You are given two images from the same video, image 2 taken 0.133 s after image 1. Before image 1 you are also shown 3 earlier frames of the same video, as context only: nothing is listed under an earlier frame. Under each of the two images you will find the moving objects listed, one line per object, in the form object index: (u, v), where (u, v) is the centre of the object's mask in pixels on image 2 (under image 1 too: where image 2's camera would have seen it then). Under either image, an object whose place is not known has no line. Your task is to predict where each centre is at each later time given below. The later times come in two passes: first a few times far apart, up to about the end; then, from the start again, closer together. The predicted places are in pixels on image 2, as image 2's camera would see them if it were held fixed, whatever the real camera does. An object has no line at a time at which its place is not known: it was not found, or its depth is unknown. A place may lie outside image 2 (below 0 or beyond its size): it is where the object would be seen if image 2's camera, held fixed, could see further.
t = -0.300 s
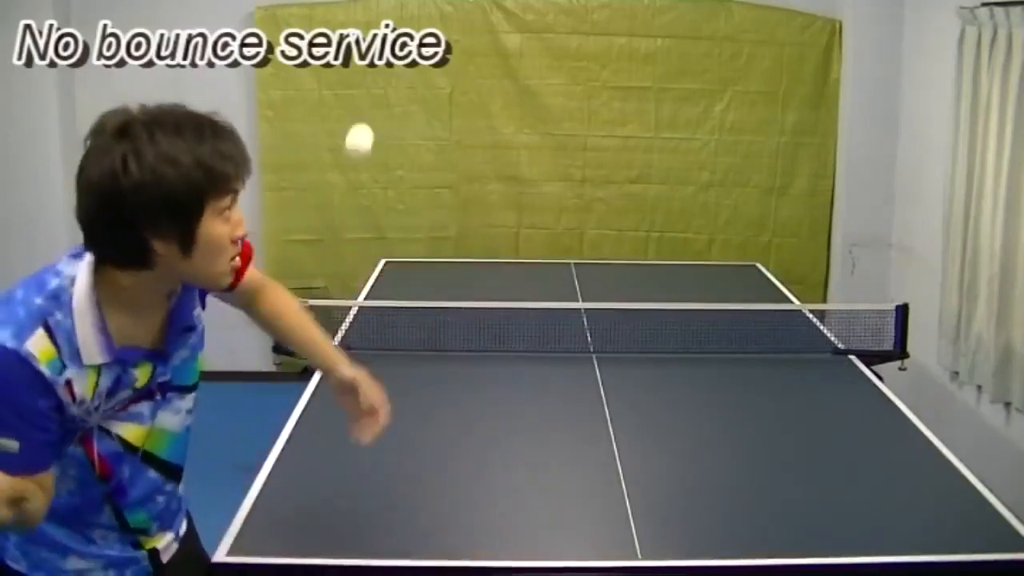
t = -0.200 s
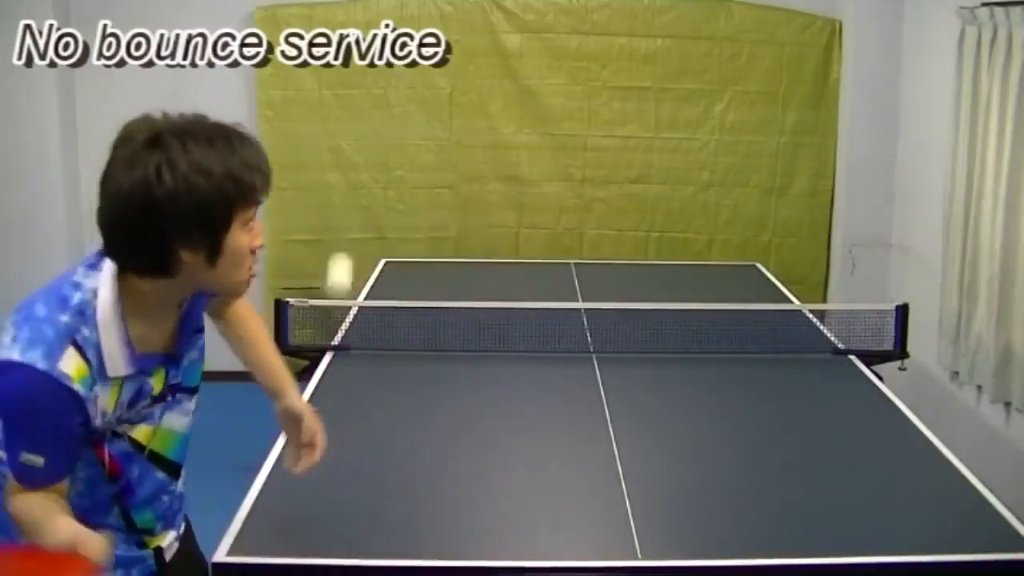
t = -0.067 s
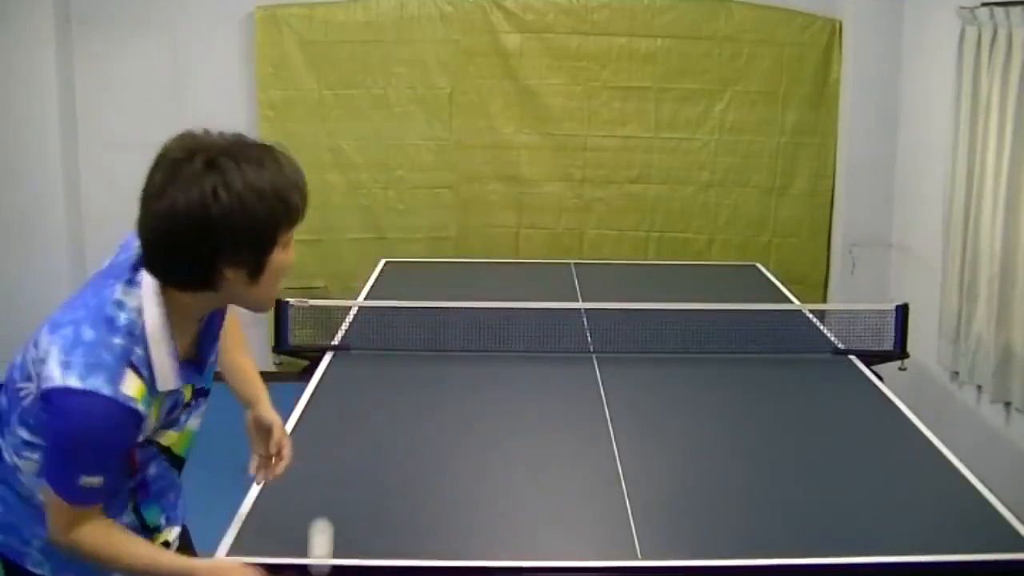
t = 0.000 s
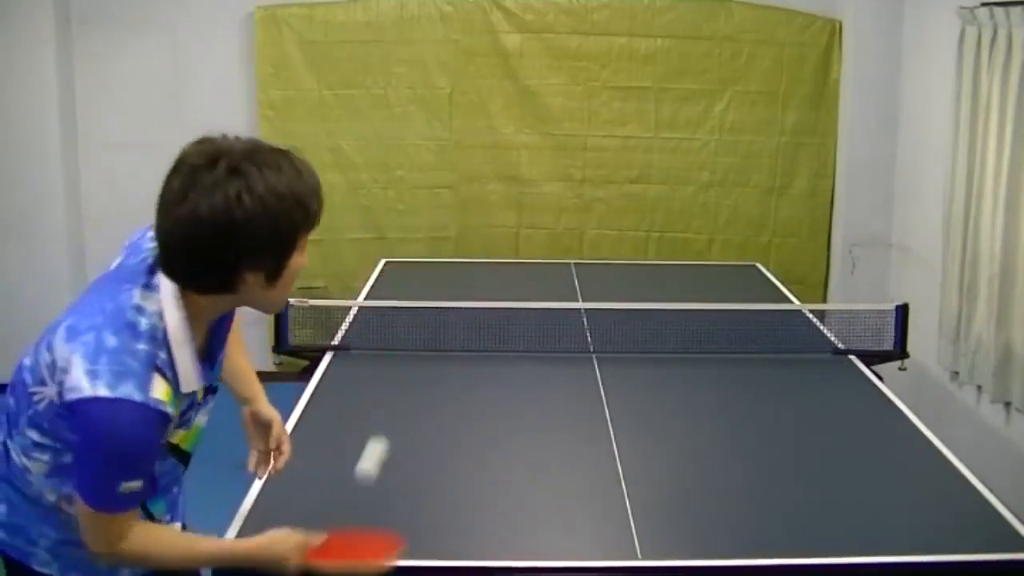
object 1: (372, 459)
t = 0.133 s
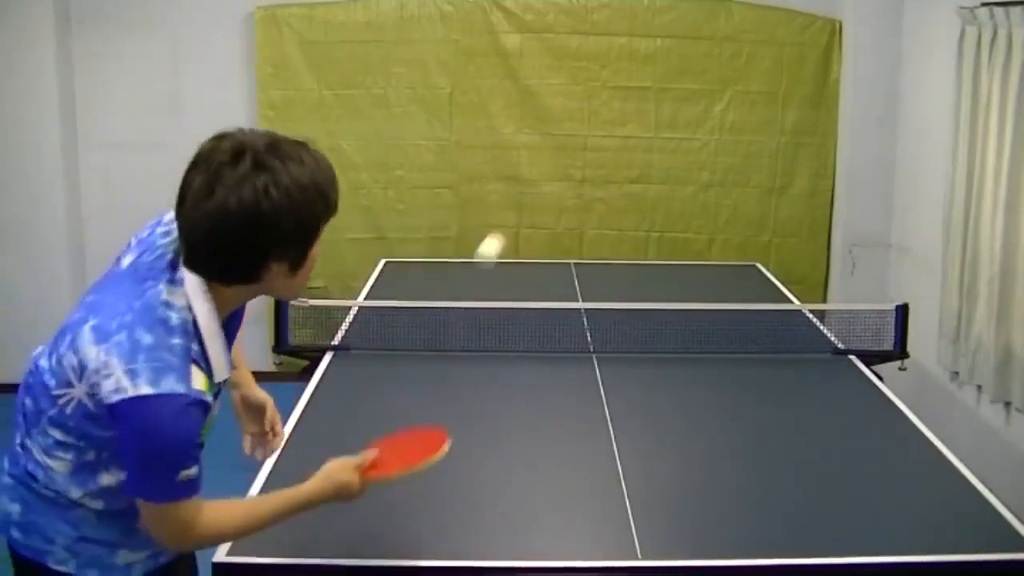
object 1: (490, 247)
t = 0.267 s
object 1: (582, 163)
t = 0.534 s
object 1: (708, 248)
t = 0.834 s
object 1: (779, 243)
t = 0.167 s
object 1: (515, 216)
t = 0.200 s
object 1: (539, 192)
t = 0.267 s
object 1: (582, 163)
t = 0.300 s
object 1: (602, 157)
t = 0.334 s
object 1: (620, 156)
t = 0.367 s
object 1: (637, 162)
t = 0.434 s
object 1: (668, 185)
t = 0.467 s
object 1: (682, 202)
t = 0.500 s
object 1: (695, 224)
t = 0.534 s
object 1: (708, 248)
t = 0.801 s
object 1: (773, 263)
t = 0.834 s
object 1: (779, 243)
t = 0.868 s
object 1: (784, 228)
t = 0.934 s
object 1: (793, 210)
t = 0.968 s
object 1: (798, 206)
